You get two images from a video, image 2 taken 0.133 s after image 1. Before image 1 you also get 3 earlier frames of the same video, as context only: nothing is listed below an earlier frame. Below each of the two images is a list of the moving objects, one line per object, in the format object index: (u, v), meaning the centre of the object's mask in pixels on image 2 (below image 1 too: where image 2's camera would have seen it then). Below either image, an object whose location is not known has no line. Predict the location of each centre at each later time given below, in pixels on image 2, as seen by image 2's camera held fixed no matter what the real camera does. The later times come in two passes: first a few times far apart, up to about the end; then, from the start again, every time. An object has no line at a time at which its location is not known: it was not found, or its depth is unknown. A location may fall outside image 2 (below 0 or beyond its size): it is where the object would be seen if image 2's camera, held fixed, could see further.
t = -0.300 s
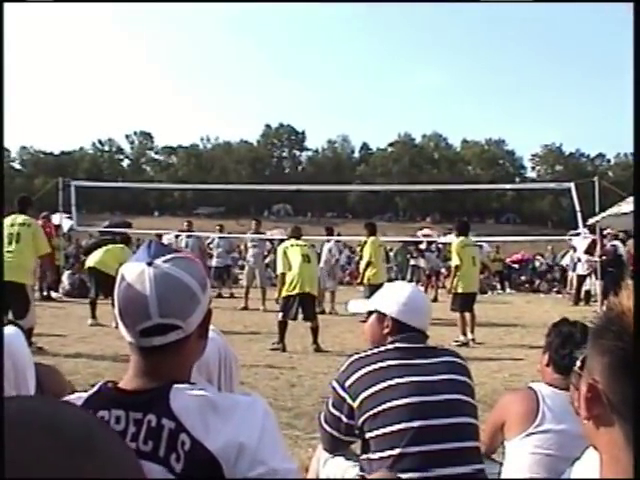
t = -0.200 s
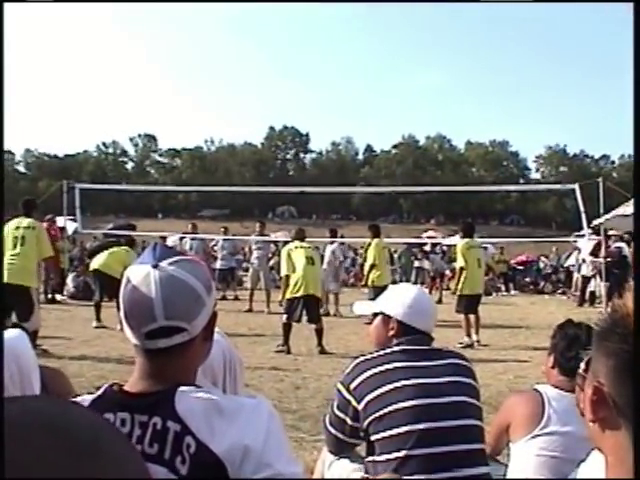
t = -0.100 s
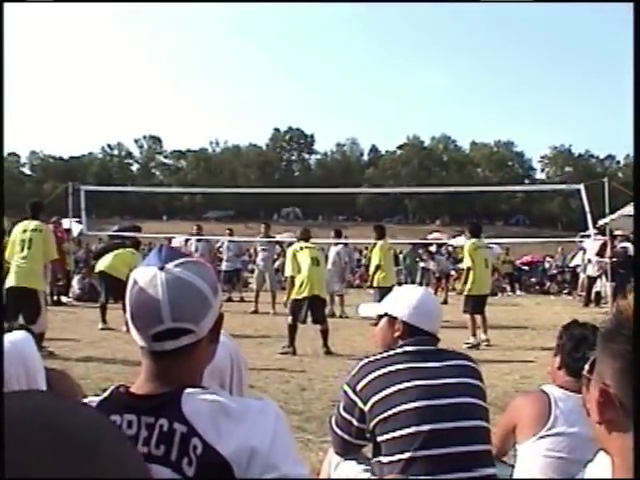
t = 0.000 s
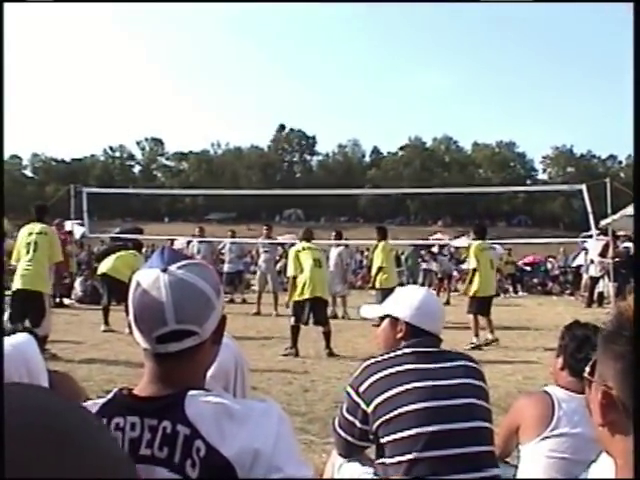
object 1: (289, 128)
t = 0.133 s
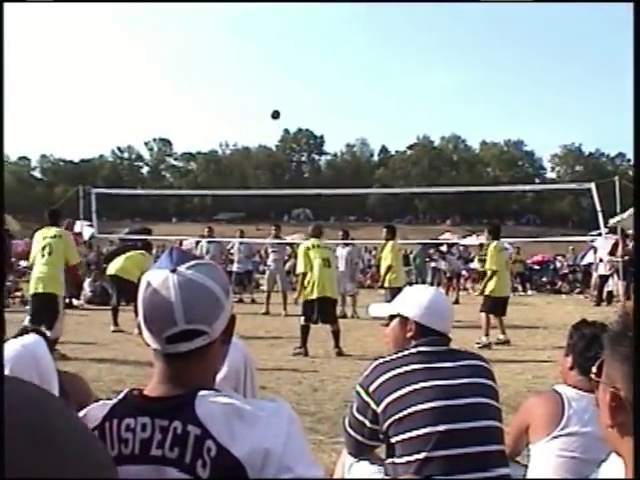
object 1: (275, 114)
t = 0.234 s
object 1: (264, 108)
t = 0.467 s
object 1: (231, 111)
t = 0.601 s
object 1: (205, 130)
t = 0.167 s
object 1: (271, 112)
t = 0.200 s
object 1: (268, 110)
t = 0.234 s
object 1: (264, 108)
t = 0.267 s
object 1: (260, 106)
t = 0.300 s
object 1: (256, 105)
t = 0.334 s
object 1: (251, 105)
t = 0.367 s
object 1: (246, 106)
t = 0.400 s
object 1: (242, 107)
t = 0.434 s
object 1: (236, 108)
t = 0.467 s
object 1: (231, 111)
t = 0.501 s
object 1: (225, 114)
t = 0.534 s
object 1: (218, 118)
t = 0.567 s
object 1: (212, 124)
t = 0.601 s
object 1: (205, 130)
